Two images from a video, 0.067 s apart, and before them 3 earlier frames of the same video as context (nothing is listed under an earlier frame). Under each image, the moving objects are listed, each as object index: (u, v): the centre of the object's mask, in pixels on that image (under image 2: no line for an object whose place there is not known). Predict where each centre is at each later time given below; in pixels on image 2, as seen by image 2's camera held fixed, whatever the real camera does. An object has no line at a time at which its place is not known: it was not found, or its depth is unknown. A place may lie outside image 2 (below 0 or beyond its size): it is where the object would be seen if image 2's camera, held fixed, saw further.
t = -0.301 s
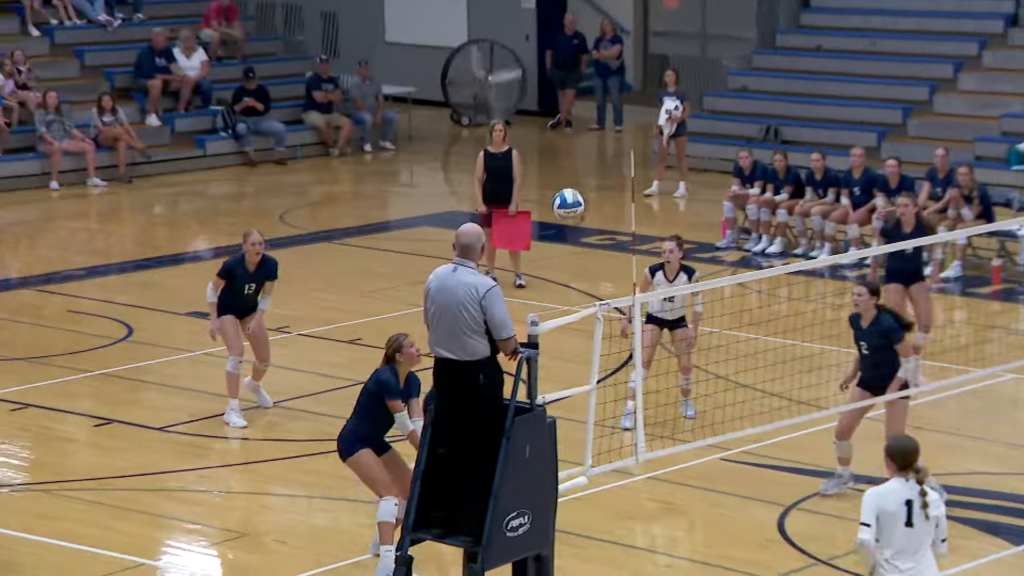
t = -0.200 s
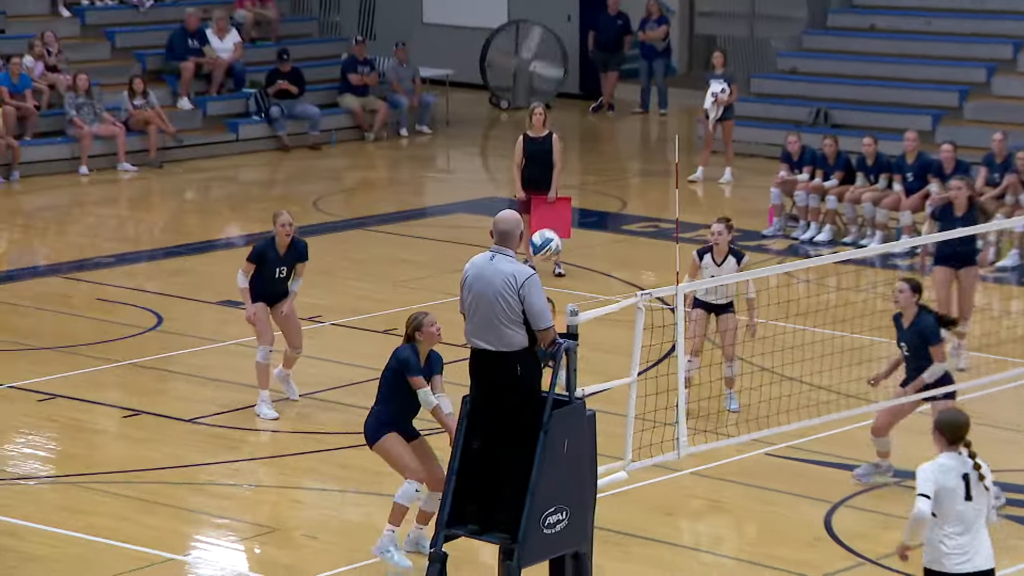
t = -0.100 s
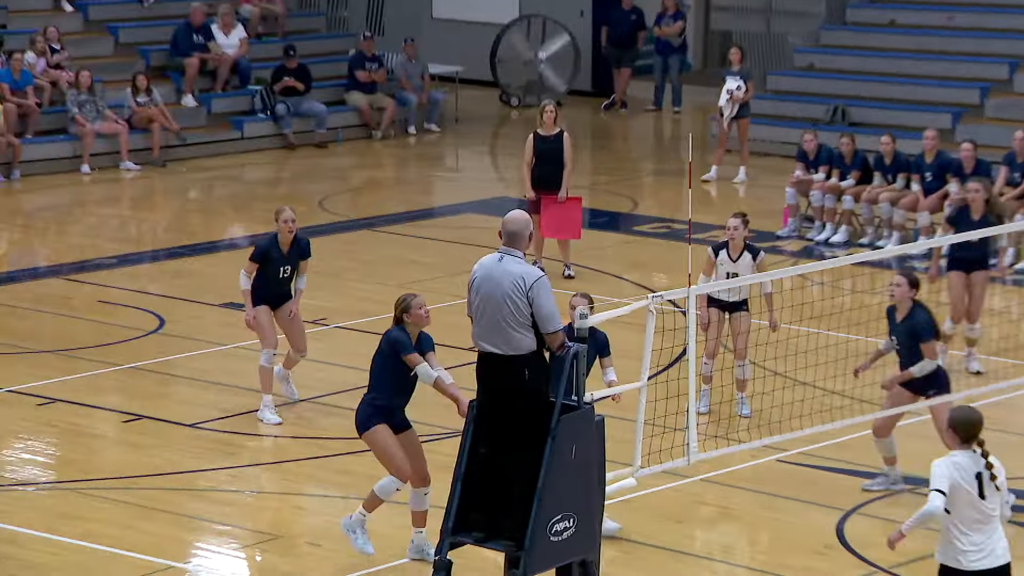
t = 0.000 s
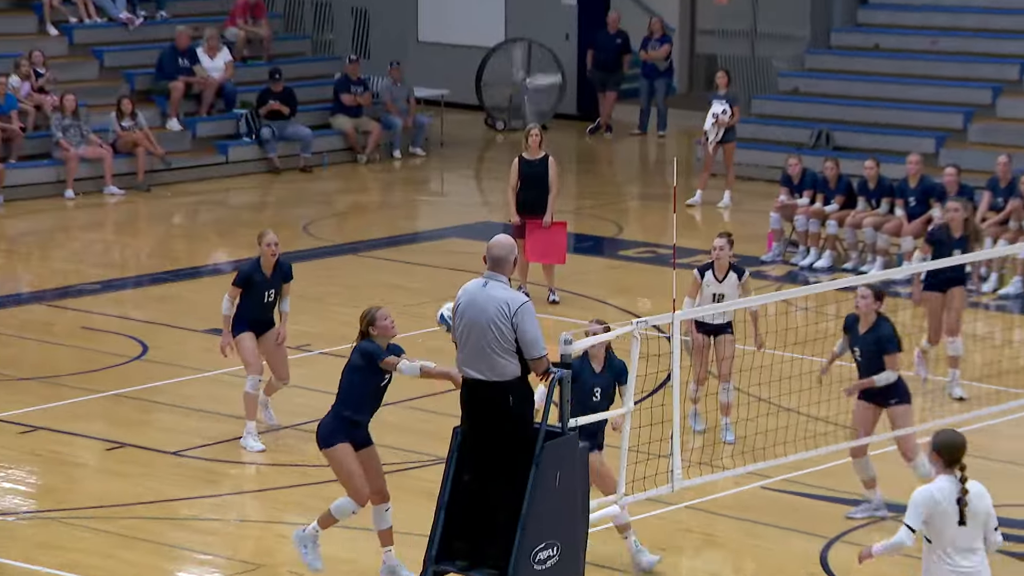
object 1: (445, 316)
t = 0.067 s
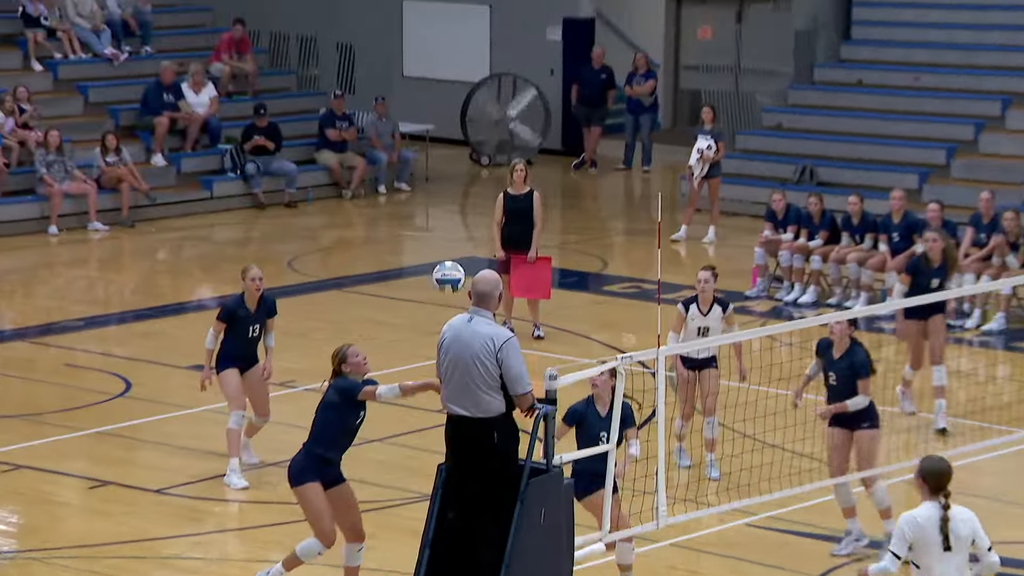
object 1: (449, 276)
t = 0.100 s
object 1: (456, 241)
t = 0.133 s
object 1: (461, 208)
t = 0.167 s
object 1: (467, 178)
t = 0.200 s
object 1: (472, 148)
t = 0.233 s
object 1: (477, 119)
